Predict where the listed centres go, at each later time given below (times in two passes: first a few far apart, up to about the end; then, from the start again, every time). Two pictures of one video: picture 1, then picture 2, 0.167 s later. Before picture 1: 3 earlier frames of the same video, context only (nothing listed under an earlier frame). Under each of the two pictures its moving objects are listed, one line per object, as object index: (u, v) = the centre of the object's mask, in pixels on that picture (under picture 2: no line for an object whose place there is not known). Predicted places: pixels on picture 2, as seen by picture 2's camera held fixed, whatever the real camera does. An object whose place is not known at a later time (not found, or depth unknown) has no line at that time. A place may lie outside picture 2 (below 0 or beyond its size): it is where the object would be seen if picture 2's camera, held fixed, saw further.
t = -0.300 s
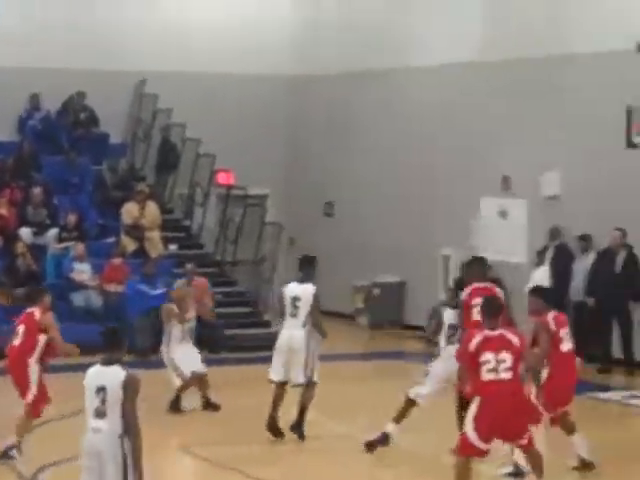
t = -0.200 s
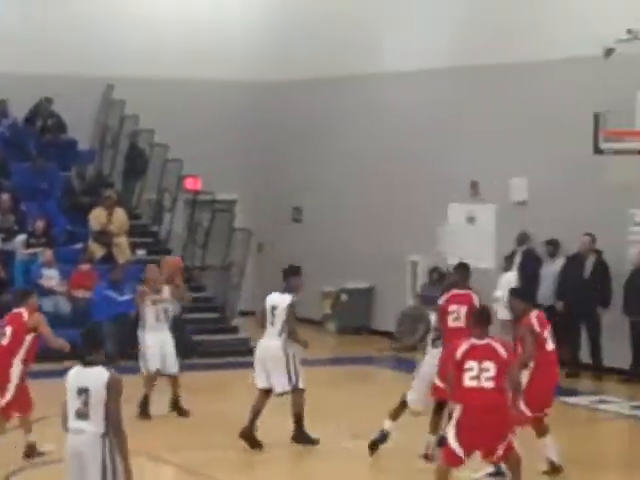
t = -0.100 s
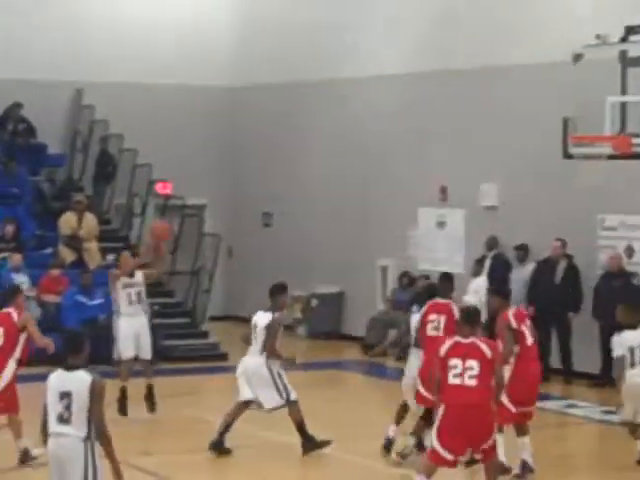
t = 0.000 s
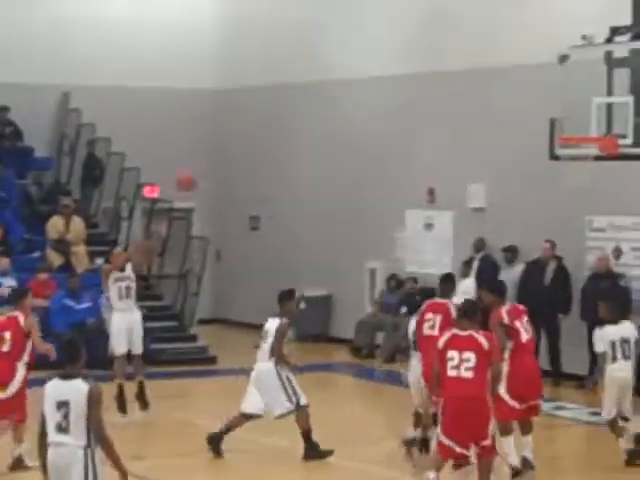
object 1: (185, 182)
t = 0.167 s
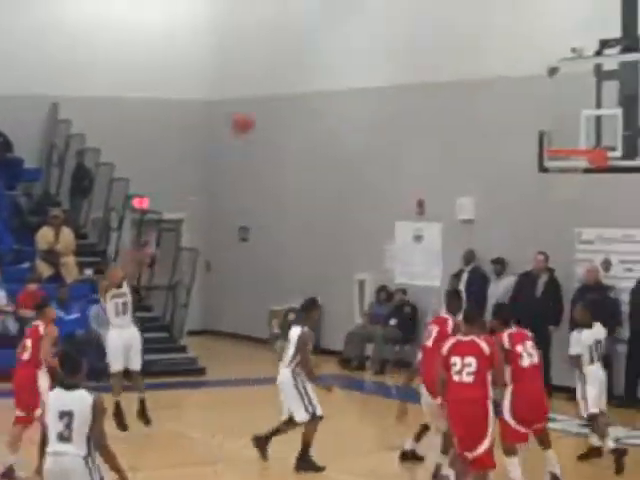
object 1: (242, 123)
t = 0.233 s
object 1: (271, 102)
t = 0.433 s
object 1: (353, 64)
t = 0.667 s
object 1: (448, 67)
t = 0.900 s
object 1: (546, 124)
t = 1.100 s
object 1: (571, 125)
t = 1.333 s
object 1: (546, 106)
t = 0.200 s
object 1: (255, 113)
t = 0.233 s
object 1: (271, 102)
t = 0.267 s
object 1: (284, 93)
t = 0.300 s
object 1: (298, 85)
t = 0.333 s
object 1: (312, 78)
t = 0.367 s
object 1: (326, 72)
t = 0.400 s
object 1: (339, 67)
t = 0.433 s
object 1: (353, 64)
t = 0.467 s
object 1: (366, 61)
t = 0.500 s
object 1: (380, 59)
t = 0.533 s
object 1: (394, 59)
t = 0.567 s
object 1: (407, 59)
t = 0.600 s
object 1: (421, 61)
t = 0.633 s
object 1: (434, 64)
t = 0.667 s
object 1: (448, 67)
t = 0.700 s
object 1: (461, 73)
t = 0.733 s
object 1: (475, 78)
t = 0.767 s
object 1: (489, 85)
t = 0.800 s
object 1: (503, 93)
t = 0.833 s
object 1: (517, 102)
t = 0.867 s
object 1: (531, 112)
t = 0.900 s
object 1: (546, 124)
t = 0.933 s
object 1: (562, 136)
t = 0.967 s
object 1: (572, 140)
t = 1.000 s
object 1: (576, 140)
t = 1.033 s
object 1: (578, 139)
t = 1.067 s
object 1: (576, 132)
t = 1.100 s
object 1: (571, 125)
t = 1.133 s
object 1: (568, 119)
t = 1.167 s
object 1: (564, 114)
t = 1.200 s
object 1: (561, 110)
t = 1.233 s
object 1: (557, 107)
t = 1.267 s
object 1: (554, 105)
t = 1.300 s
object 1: (550, 104)
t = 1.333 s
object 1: (546, 106)
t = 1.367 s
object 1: (543, 107)
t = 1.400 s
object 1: (539, 111)
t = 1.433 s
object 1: (536, 115)
